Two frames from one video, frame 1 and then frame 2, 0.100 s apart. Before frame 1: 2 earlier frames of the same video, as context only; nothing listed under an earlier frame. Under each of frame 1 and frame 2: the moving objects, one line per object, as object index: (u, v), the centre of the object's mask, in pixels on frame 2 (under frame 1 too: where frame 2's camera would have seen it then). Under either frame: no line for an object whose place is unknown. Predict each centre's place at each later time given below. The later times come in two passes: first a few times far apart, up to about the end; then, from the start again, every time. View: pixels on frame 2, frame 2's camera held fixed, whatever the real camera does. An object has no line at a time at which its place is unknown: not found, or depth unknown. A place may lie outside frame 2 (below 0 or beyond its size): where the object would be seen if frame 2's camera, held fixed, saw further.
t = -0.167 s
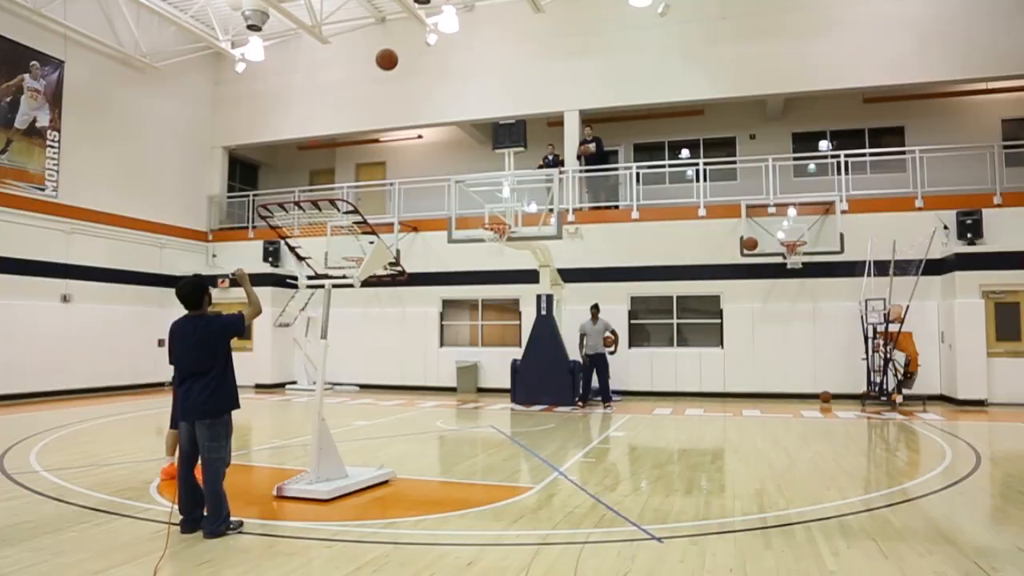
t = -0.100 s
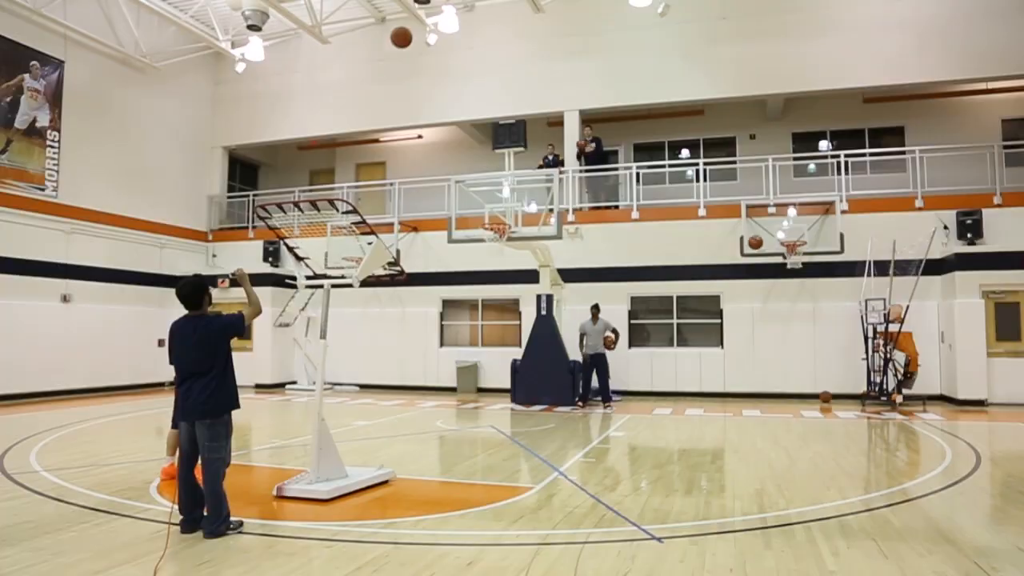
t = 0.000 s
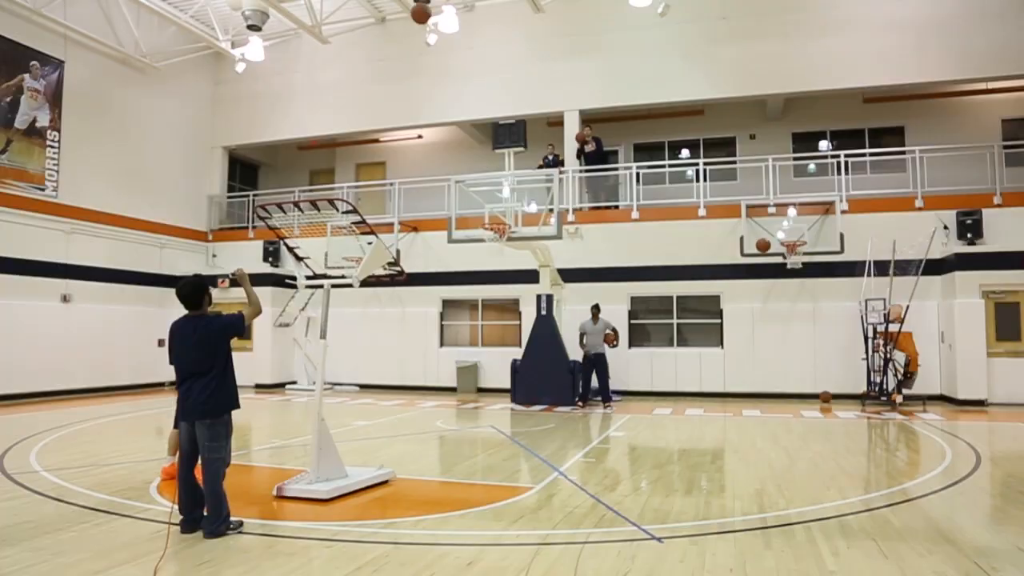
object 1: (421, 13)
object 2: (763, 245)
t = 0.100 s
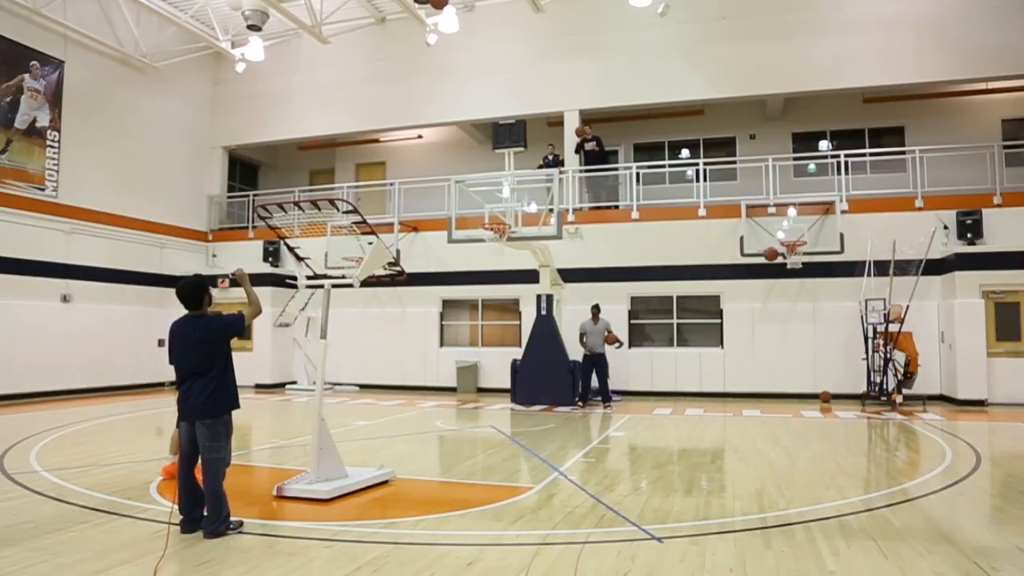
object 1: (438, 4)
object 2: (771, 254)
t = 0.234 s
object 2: (781, 275)
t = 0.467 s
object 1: (492, 17)
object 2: (799, 338)
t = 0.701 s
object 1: (520, 72)
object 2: (814, 398)
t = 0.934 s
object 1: (544, 156)
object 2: (829, 341)
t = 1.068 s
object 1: (557, 215)
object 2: (837, 324)
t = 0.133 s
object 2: (774, 259)
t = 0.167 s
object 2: (776, 264)
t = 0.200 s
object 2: (778, 269)
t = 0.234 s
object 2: (781, 275)
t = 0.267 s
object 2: (784, 282)
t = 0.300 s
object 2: (789, 290)
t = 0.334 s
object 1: (474, 4)
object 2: (789, 298)
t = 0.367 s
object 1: (479, 5)
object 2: (792, 307)
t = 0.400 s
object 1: (483, 7)
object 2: (794, 316)
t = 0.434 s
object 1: (488, 11)
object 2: (797, 327)
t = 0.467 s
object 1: (492, 17)
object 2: (799, 338)
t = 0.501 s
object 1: (496, 22)
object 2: (802, 350)
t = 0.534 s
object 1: (500, 29)
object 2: (804, 362)
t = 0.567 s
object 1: (505, 36)
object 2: (806, 375)
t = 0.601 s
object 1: (509, 44)
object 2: (808, 389)
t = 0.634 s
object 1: (512, 53)
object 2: (811, 403)
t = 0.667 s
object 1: (516, 62)
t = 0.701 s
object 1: (520, 72)
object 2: (814, 398)
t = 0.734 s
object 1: (524, 82)
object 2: (817, 387)
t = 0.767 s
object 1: (527, 93)
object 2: (819, 378)
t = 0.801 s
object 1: (531, 104)
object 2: (821, 369)
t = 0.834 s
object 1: (534, 117)
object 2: (823, 361)
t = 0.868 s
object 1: (538, 129)
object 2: (825, 353)
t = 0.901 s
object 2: (827, 347)
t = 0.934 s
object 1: (544, 156)
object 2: (829, 341)
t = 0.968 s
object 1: (547, 170)
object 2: (831, 336)
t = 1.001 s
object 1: (551, 185)
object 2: (833, 331)
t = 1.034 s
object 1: (554, 199)
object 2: (835, 327)
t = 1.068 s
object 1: (557, 215)
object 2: (837, 324)
